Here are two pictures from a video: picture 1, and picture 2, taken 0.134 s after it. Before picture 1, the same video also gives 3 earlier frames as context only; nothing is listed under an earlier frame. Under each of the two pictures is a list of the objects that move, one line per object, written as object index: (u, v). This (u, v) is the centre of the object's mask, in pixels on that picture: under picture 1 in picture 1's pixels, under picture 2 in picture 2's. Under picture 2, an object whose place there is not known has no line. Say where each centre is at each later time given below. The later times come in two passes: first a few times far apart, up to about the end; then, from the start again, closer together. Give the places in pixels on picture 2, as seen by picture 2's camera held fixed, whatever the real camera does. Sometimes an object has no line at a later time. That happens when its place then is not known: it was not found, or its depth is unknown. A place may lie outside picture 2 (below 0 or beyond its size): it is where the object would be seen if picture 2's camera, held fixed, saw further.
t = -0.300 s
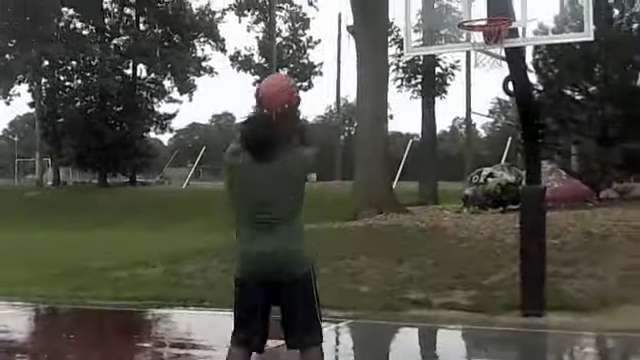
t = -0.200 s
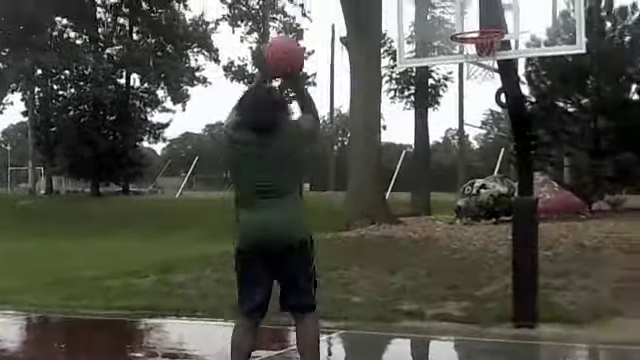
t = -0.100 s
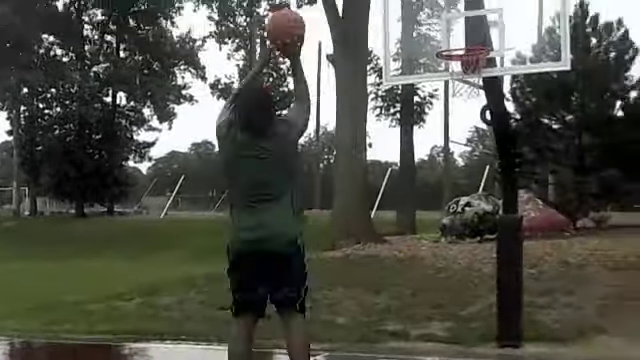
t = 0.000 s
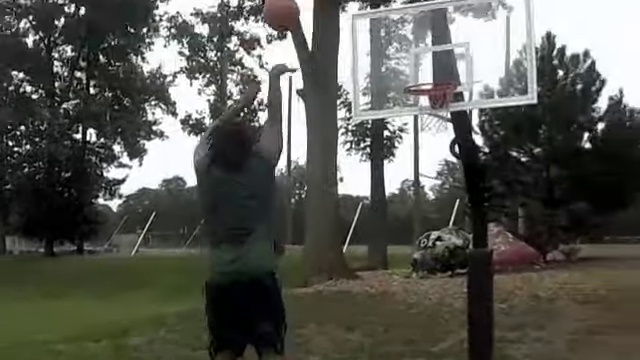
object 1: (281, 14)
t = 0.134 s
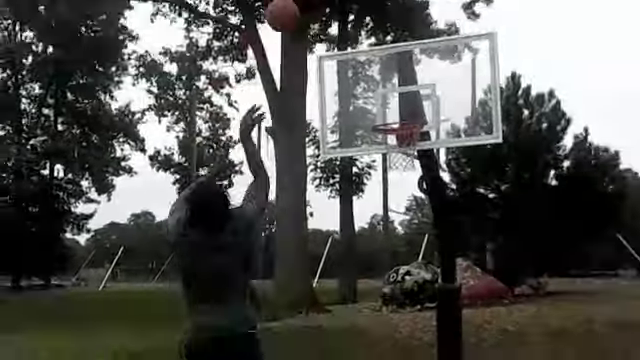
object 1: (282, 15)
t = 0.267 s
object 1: (311, 4)
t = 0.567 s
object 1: (362, 58)
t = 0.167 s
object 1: (290, 11)
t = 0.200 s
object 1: (297, 7)
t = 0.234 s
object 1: (302, 6)
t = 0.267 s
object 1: (311, 4)
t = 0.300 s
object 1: (317, 7)
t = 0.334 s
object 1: (322, 8)
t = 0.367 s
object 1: (327, 11)
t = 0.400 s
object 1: (334, 16)
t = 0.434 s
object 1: (341, 26)
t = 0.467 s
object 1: (345, 32)
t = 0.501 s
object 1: (350, 39)
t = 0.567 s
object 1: (362, 58)
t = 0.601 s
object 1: (367, 70)
